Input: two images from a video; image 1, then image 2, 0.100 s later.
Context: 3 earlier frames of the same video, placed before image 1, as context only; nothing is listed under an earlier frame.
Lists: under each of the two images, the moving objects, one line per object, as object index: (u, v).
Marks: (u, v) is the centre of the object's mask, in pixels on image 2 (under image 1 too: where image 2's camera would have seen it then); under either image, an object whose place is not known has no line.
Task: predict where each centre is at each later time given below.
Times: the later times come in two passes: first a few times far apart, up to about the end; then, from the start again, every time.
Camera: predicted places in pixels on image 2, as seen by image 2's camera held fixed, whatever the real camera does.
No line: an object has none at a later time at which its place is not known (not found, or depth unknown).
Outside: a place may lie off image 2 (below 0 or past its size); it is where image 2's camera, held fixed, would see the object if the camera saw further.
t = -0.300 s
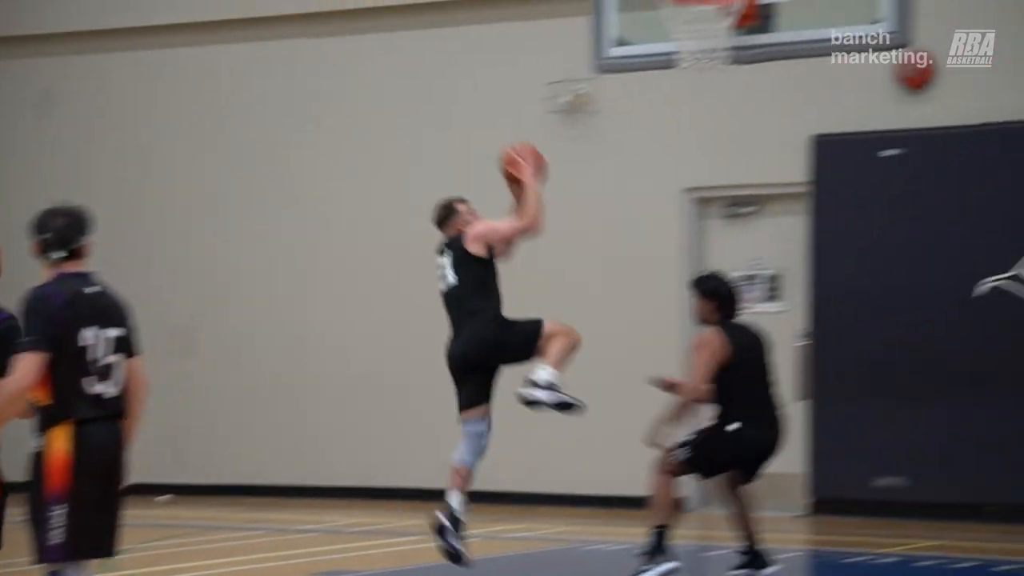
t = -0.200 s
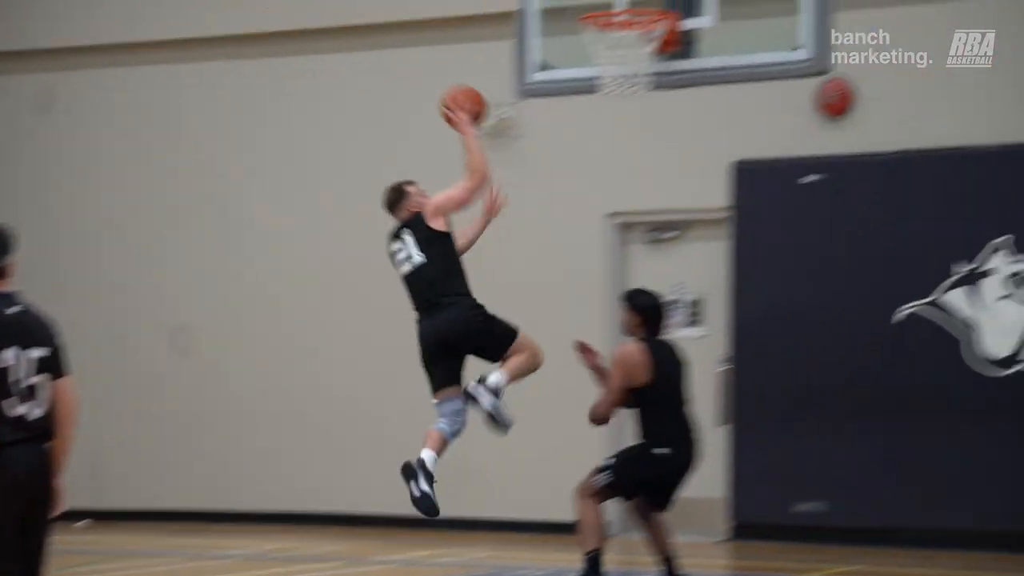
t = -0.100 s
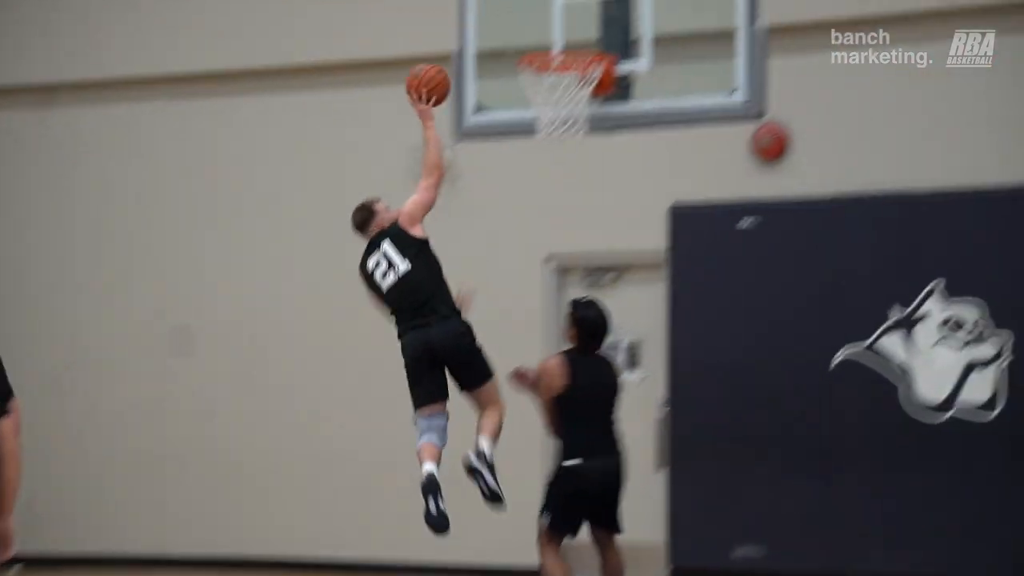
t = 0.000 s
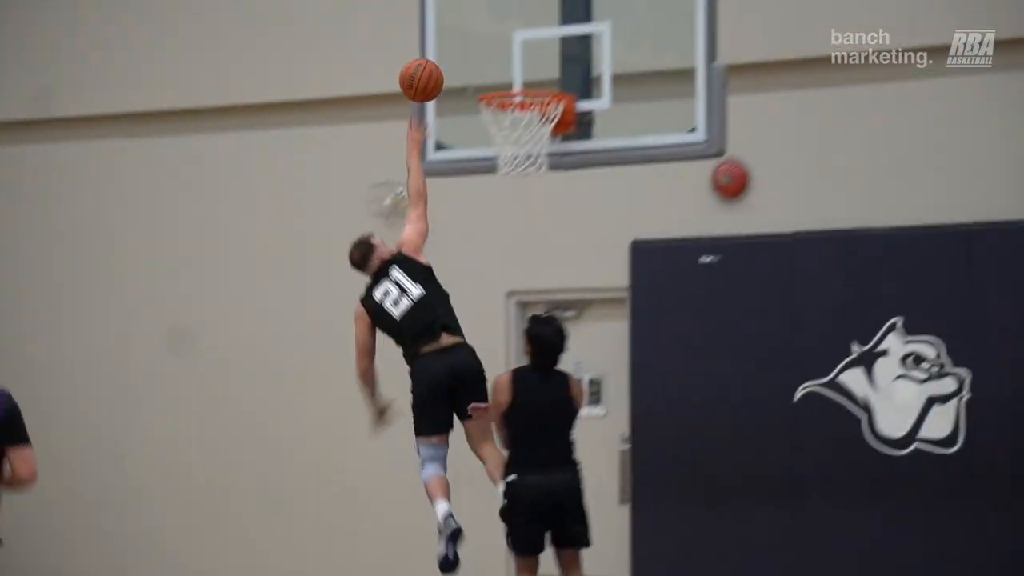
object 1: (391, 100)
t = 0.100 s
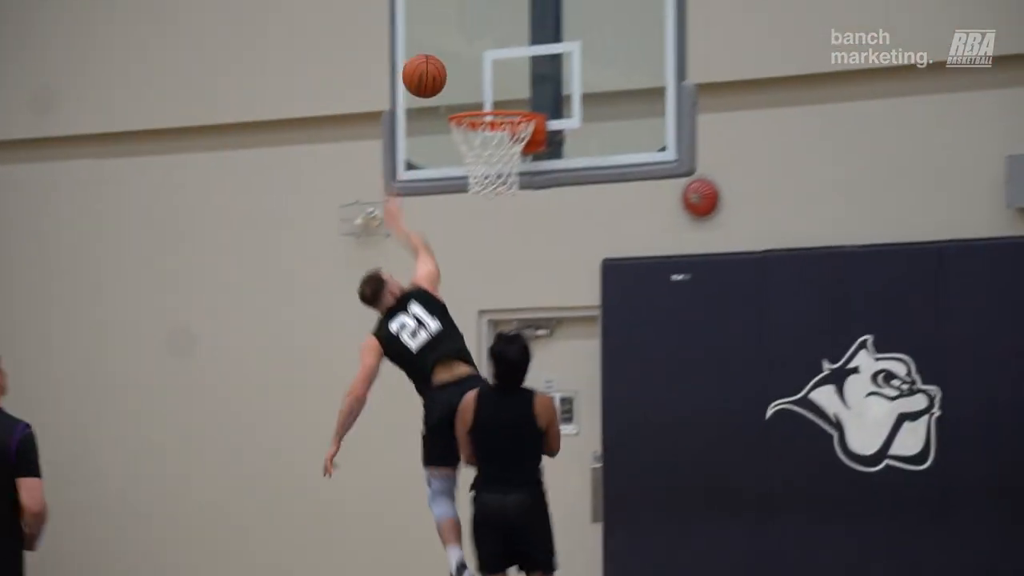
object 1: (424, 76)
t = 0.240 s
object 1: (470, 73)
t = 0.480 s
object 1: (495, 79)
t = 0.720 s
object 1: (486, 96)
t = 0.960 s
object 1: (501, 137)
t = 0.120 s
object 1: (431, 73)
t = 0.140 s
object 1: (437, 71)
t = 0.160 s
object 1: (443, 70)
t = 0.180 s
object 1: (450, 69)
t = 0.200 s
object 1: (457, 70)
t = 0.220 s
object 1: (463, 71)
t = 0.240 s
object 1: (470, 73)
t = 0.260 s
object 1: (476, 75)
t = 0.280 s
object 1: (483, 78)
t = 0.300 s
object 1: (489, 82)
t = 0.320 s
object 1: (495, 86)
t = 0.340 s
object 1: (496, 90)
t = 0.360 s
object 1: (497, 93)
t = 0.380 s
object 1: (498, 95)
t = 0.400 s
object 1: (498, 93)
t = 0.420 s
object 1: (497, 89)
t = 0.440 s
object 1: (496, 85)
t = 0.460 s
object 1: (496, 82)
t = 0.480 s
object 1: (495, 79)
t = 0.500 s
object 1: (494, 77)
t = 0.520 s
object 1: (493, 76)
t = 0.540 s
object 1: (493, 75)
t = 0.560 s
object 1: (492, 75)
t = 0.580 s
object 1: (491, 76)
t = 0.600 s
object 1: (490, 77)
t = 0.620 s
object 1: (490, 79)
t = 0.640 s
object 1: (489, 82)
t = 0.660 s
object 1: (488, 85)
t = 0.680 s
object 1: (487, 89)
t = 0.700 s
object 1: (487, 93)
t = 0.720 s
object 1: (486, 96)
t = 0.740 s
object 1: (486, 99)
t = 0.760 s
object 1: (488, 99)
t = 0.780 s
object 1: (489, 99)
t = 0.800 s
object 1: (491, 99)
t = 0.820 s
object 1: (492, 100)
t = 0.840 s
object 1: (494, 101)
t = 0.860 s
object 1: (496, 103)
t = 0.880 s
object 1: (498, 104)
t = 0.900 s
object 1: (500, 106)
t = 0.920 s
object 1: (487, 130)
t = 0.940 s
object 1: (501, 134)
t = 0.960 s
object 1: (501, 137)
